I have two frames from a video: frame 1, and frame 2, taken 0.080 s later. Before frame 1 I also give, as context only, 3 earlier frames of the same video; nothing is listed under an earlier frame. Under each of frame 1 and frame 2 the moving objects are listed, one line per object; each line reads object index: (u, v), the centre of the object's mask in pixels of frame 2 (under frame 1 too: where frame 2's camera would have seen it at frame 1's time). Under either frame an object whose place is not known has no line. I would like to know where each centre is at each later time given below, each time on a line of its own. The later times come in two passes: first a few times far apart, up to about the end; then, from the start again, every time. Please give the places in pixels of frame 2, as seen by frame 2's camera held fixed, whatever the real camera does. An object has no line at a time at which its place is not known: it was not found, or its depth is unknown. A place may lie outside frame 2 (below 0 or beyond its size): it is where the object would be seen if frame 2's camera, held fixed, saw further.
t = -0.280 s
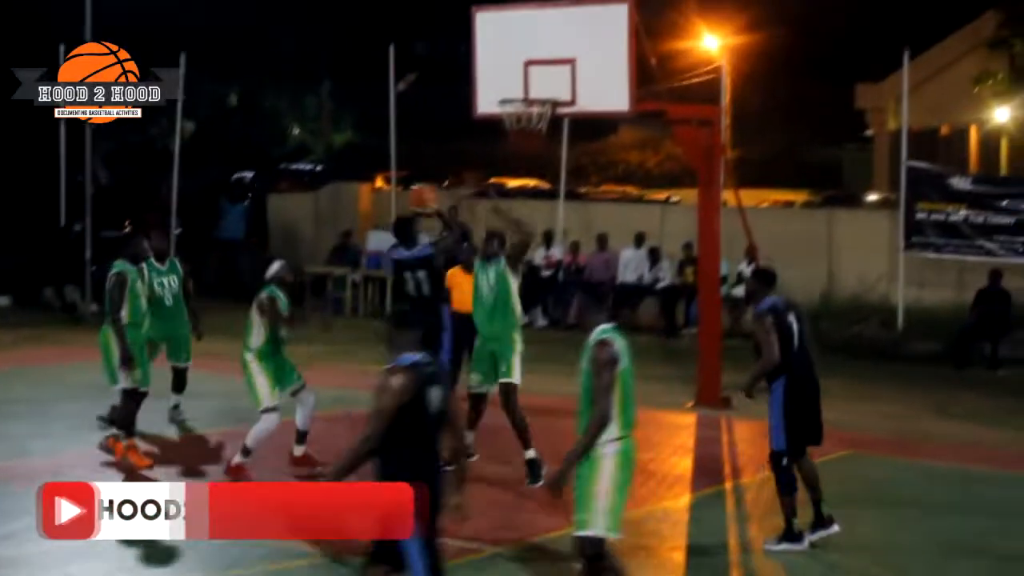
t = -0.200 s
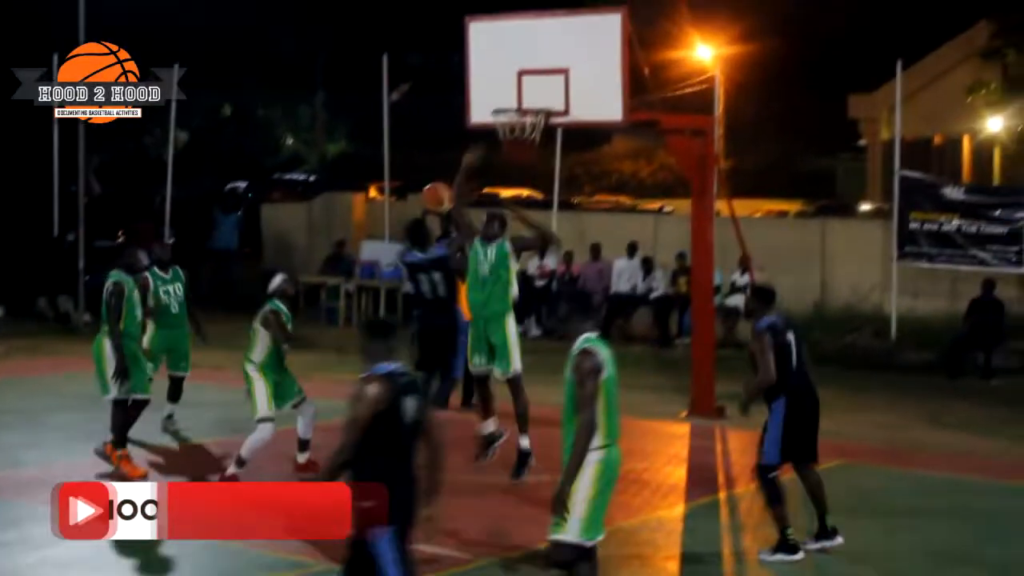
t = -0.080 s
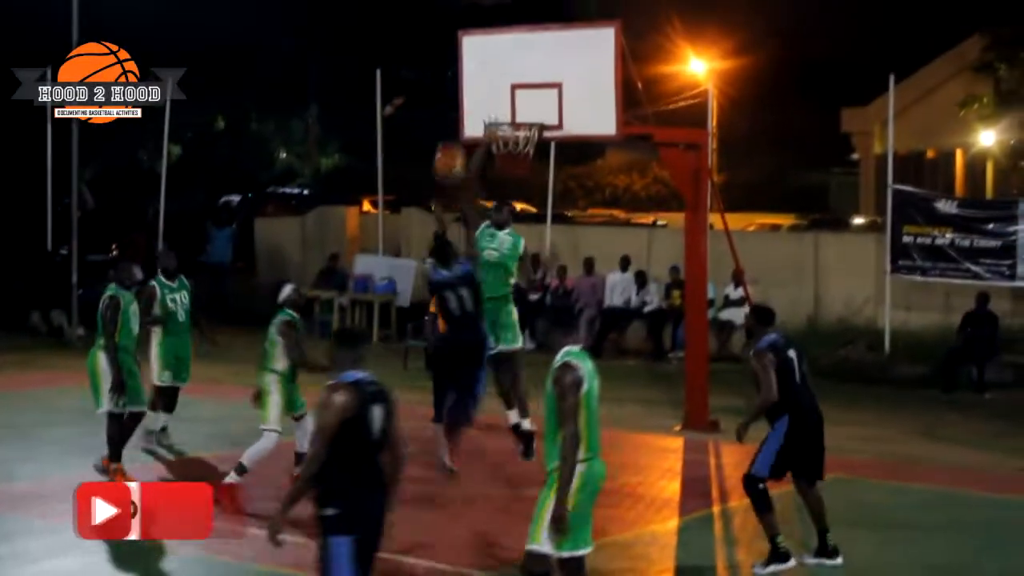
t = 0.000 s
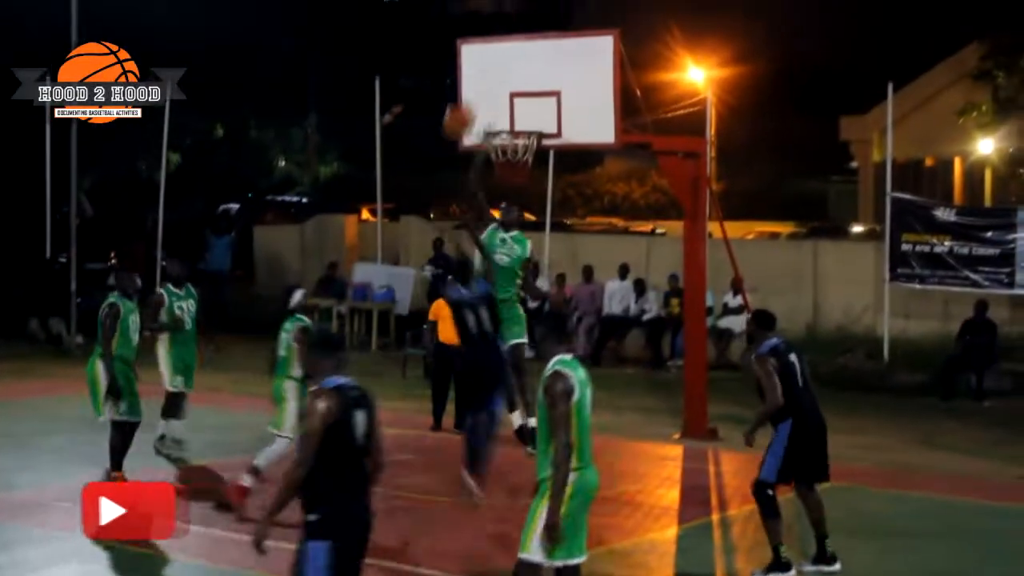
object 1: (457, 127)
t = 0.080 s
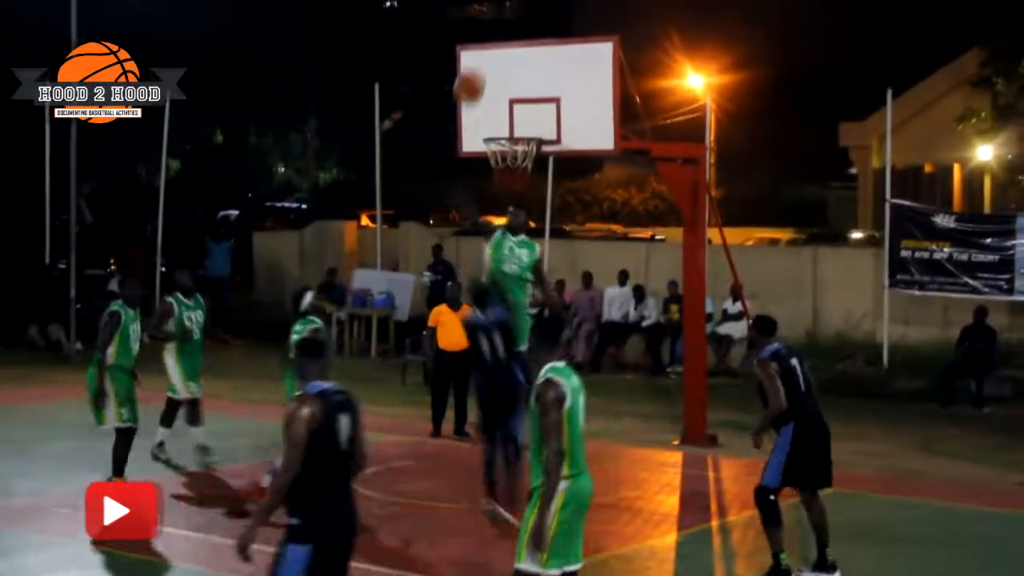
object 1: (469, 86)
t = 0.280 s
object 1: (494, 28)
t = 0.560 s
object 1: (524, 30)
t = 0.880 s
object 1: (530, 123)
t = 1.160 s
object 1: (504, 122)
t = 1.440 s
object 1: (515, 121)
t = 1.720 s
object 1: (512, 125)
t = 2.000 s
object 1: (510, 128)
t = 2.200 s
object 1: (506, 131)
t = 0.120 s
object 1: (475, 69)
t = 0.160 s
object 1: (479, 56)
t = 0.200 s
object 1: (484, 45)
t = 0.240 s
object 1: (489, 36)
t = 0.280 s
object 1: (494, 28)
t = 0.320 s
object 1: (498, 22)
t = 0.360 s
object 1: (503, 19)
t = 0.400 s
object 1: (507, 18)
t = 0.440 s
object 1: (511, 18)
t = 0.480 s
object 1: (516, 21)
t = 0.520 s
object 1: (520, 24)
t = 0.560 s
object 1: (524, 30)
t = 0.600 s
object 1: (527, 37)
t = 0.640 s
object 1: (531, 48)
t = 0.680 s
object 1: (536, 60)
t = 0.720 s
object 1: (539, 71)
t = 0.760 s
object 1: (542, 84)
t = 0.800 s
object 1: (545, 98)
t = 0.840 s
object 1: (536, 112)
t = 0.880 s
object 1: (530, 123)
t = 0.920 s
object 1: (519, 130)
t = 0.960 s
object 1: (507, 130)
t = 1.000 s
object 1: (502, 130)
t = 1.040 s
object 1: (501, 129)
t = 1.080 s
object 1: (500, 128)
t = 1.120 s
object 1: (501, 125)
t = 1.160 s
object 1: (504, 122)
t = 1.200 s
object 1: (506, 120)
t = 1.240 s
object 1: (509, 119)
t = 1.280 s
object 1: (511, 120)
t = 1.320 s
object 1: (513, 122)
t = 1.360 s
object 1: (516, 124)
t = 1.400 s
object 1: (516, 122)
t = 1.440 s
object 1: (515, 121)
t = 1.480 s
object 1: (515, 121)
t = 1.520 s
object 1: (515, 122)
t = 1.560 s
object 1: (515, 125)
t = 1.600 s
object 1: (515, 125)
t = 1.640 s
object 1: (514, 125)
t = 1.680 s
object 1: (513, 125)
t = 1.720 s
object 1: (512, 125)
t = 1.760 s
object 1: (512, 125)
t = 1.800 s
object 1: (512, 125)
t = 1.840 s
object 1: (511, 125)
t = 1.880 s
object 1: (511, 126)
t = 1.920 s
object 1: (510, 126)
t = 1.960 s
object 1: (510, 127)
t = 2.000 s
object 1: (510, 128)
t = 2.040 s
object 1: (509, 128)
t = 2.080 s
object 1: (508, 129)
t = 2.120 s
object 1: (507, 129)
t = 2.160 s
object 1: (506, 130)
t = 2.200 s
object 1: (506, 131)
